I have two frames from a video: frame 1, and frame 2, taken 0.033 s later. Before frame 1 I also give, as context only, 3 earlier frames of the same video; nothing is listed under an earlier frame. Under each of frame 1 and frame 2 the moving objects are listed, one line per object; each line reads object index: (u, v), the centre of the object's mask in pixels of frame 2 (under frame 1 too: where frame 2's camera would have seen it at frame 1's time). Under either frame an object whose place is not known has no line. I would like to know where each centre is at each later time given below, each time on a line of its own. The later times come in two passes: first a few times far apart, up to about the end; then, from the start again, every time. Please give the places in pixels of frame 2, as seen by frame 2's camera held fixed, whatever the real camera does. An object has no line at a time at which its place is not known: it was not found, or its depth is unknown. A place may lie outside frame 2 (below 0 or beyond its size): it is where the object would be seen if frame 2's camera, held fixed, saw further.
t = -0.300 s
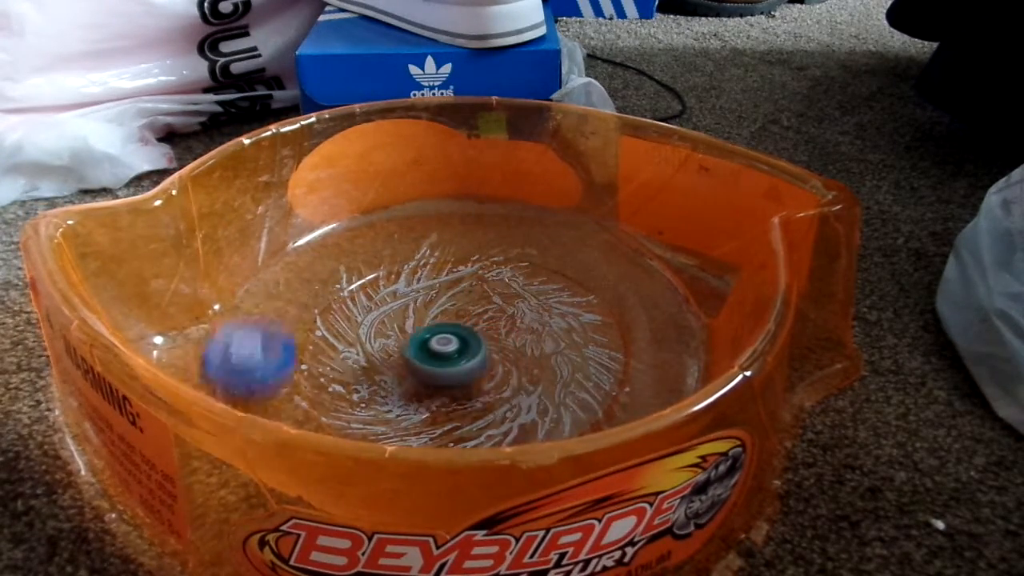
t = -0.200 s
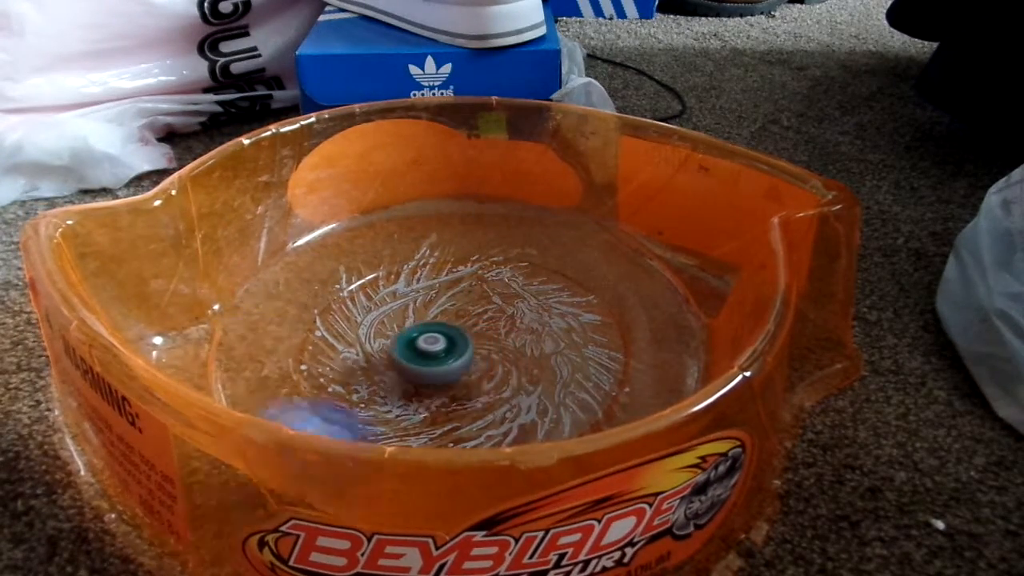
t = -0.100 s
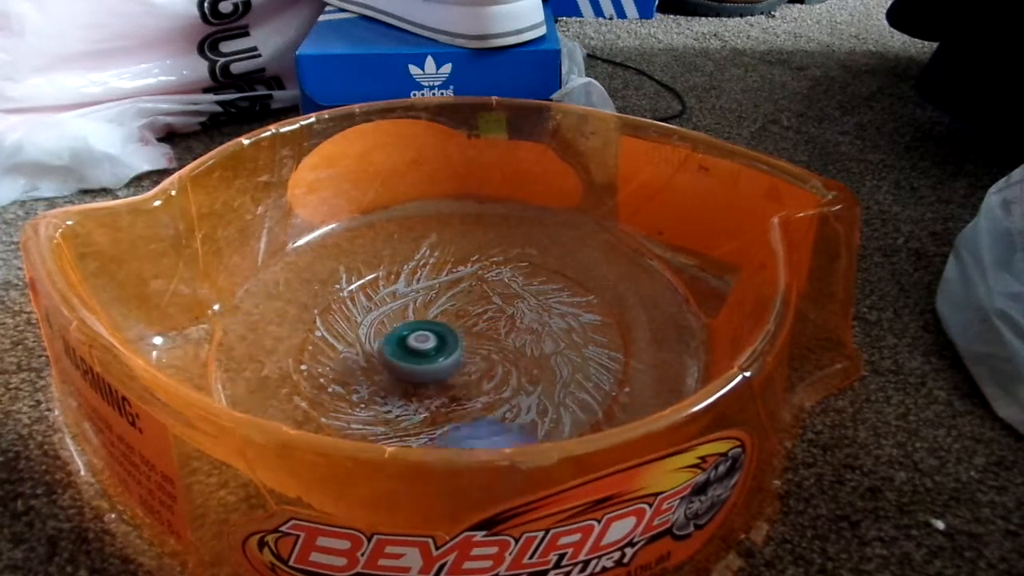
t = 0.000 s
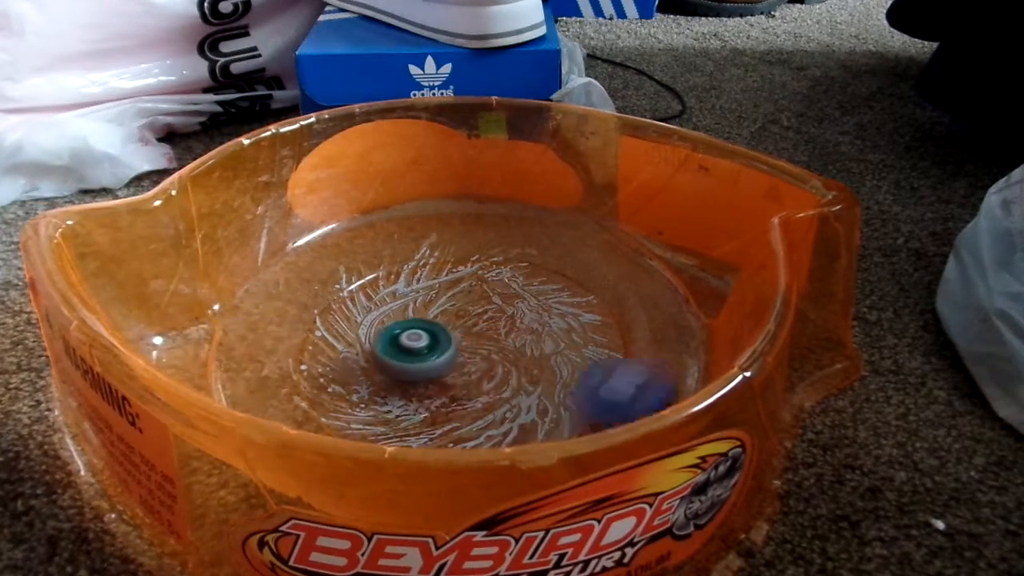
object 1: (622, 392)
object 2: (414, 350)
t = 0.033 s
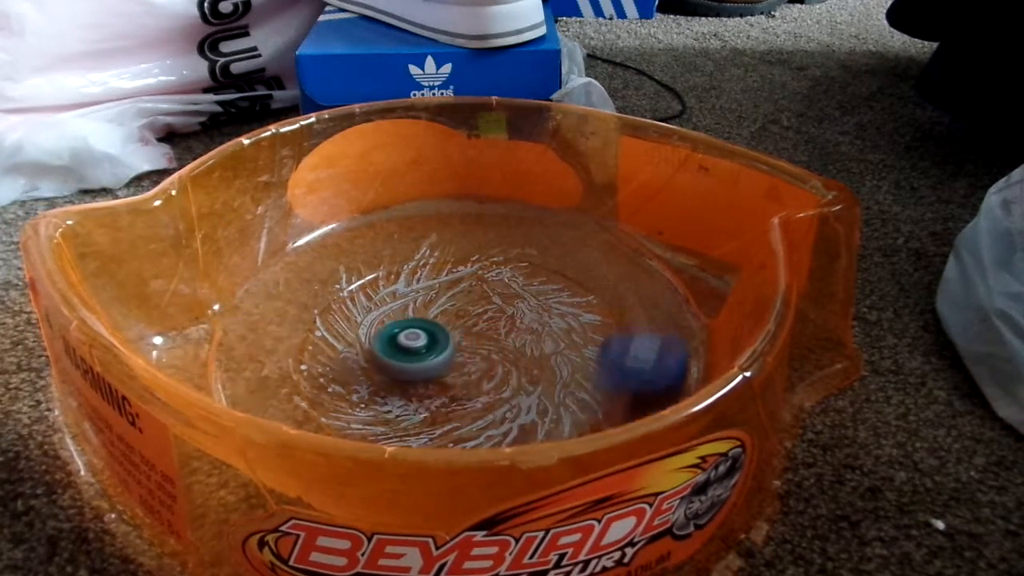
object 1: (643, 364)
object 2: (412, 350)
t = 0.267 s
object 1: (524, 211)
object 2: (403, 344)
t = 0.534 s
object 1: (264, 294)
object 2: (407, 333)
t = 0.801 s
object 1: (474, 437)
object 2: (418, 324)
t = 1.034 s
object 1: (657, 290)
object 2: (433, 317)
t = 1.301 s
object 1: (440, 215)
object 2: (457, 308)
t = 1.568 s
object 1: (282, 385)
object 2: (477, 307)
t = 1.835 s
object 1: (608, 407)
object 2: (497, 306)
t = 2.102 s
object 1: (579, 230)
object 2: (509, 312)
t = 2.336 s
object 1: (355, 224)
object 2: (511, 322)
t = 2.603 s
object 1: (298, 403)
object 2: (503, 335)
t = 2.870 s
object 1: (635, 390)
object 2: (495, 340)
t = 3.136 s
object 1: (568, 222)
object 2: (477, 347)
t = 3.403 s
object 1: (321, 249)
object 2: (458, 349)
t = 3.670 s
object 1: (368, 428)
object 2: (431, 348)
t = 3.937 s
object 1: (660, 353)
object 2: (416, 343)
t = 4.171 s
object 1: (549, 225)
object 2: (414, 339)
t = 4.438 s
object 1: (308, 274)
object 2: (423, 330)
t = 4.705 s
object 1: (420, 434)
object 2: (434, 320)
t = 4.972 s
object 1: (647, 329)
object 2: (448, 315)
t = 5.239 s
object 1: (462, 226)
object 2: (467, 315)
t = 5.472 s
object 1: (292, 321)
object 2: (479, 318)
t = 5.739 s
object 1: (509, 428)
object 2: (491, 321)
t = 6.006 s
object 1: (588, 274)
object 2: (497, 329)
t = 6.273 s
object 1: (332, 282)
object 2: (496, 337)
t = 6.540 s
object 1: (469, 427)
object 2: (497, 337)
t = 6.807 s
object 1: (599, 284)
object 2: (485, 339)
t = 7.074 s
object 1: (360, 264)
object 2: (465, 338)
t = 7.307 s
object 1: (321, 389)
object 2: (449, 335)
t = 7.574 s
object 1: (552, 414)
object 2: (435, 328)
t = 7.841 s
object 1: (596, 291)
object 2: (430, 323)
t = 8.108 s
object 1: (437, 247)
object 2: (428, 323)
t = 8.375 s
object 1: (327, 338)
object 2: (436, 322)
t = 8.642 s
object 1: (474, 424)
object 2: (448, 323)
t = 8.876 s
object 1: (608, 350)
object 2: (464, 326)
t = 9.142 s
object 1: (514, 253)
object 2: (482, 333)
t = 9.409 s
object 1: (351, 280)
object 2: (497, 335)
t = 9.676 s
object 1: (361, 406)
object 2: (497, 334)
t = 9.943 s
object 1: (576, 389)
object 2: (492, 337)
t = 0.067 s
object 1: (650, 330)
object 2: (411, 348)
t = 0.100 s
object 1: (646, 300)
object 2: (408, 348)
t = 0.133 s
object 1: (636, 272)
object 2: (407, 347)
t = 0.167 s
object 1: (618, 247)
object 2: (406, 346)
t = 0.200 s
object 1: (594, 226)
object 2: (405, 345)
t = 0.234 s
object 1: (560, 214)
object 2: (404, 344)
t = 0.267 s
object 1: (524, 211)
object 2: (403, 344)
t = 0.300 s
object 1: (486, 206)
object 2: (402, 342)
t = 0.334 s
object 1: (449, 207)
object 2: (402, 341)
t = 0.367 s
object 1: (414, 211)
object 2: (402, 341)
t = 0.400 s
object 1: (378, 219)
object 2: (402, 339)
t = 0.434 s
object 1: (341, 232)
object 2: (402, 338)
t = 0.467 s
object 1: (313, 247)
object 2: (403, 337)
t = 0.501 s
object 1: (283, 271)
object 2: (406, 335)
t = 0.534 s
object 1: (264, 294)
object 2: (407, 333)
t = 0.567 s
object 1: (252, 323)
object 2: (408, 332)
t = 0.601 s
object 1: (248, 352)
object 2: (409, 332)
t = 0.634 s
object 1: (256, 380)
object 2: (410, 331)
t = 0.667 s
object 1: (278, 400)
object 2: (412, 329)
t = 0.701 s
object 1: (313, 417)
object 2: (413, 328)
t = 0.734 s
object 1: (363, 430)
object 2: (415, 326)
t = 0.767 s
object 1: (422, 436)
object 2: (416, 326)
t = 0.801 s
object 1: (474, 437)
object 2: (418, 324)
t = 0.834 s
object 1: (534, 430)
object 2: (420, 324)
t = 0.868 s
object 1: (575, 418)
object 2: (423, 322)
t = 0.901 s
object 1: (614, 401)
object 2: (424, 321)
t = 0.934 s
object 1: (643, 380)
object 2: (427, 320)
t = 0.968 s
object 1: (659, 349)
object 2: (428, 319)
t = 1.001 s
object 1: (661, 319)
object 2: (430, 318)
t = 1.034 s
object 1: (657, 290)
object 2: (433, 317)
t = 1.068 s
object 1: (645, 266)
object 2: (435, 315)
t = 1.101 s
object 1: (628, 245)
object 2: (437, 314)
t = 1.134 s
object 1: (608, 229)
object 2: (441, 314)
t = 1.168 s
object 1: (577, 218)
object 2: (444, 312)
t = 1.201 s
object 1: (543, 215)
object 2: (447, 311)
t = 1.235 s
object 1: (510, 213)
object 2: (450, 310)
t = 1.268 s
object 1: (474, 212)
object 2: (454, 309)
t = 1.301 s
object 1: (440, 215)
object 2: (457, 308)
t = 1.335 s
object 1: (402, 224)
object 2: (460, 308)
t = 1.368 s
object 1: (371, 235)
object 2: (463, 308)
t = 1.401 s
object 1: (337, 250)
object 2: (466, 307)
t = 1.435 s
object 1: (311, 273)
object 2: (470, 307)
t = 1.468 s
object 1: (290, 295)
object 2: (472, 306)
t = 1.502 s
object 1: (278, 324)
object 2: (473, 306)
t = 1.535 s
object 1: (274, 354)
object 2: (475, 306)
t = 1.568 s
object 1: (282, 385)
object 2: (477, 307)
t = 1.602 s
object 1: (301, 404)
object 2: (480, 307)
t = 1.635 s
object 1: (340, 423)
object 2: (483, 307)
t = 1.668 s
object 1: (378, 434)
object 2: (486, 307)
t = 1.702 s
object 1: (438, 440)
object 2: (488, 307)
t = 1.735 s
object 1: (478, 439)
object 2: (492, 306)
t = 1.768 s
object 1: (526, 434)
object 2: (494, 306)
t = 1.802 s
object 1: (570, 421)
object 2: (496, 306)
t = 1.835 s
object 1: (608, 407)
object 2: (497, 306)
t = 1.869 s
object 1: (638, 388)
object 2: (498, 307)
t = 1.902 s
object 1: (657, 365)
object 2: (499, 307)
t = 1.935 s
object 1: (660, 337)
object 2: (501, 307)
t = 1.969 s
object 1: (656, 310)
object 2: (502, 308)
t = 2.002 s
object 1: (644, 287)
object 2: (505, 309)
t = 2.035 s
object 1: (627, 264)
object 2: (507, 310)
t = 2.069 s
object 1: (605, 246)
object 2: (508, 311)
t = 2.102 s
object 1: (579, 230)
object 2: (509, 312)
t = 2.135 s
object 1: (549, 218)
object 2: (510, 313)
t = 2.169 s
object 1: (518, 213)
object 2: (511, 315)
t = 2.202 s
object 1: (485, 208)
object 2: (511, 315)
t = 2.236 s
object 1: (452, 207)
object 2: (511, 317)
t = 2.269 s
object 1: (418, 209)
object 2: (511, 318)
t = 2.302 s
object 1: (386, 214)
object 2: (511, 320)
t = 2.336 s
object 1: (355, 224)
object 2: (511, 322)
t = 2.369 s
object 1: (326, 238)
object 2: (512, 323)
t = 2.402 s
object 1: (298, 257)
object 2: (511, 324)
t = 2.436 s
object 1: (279, 278)
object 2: (510, 326)
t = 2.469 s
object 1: (267, 302)
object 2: (509, 327)
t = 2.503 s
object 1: (261, 328)
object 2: (508, 329)
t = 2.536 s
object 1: (261, 356)
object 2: (507, 330)
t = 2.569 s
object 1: (275, 385)
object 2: (505, 331)
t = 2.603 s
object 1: (298, 403)
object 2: (503, 335)
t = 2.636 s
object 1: (333, 419)
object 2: (502, 335)
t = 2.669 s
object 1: (373, 431)
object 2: (502, 336)
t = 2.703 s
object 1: (426, 437)
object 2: (501, 336)
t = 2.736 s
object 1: (474, 437)
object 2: (500, 337)
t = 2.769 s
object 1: (524, 433)
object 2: (498, 338)
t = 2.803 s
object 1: (565, 423)
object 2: (497, 338)
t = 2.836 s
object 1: (601, 410)
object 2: (496, 339)
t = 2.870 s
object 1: (635, 390)
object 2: (495, 340)
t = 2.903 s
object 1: (656, 369)
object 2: (495, 340)
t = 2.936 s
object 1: (662, 341)
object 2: (493, 342)
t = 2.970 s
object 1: (660, 315)
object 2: (490, 344)
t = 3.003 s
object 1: (652, 292)
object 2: (489, 345)
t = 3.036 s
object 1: (639, 271)
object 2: (487, 345)
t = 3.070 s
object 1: (617, 252)
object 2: (483, 346)
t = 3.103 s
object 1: (595, 237)
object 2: (481, 347)
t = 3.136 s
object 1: (568, 222)
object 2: (477, 347)
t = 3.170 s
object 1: (539, 214)
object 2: (475, 348)
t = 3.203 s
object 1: (506, 208)
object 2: (474, 348)
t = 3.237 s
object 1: (473, 206)
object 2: (472, 349)
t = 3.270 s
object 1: (442, 207)
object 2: (468, 349)
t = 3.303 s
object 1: (408, 213)
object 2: (465, 349)
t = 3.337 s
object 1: (377, 222)
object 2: (464, 349)
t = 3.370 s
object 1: (348, 233)
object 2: (461, 349)
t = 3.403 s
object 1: (321, 249)
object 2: (458, 349)
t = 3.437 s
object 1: (298, 271)
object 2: (455, 349)
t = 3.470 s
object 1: (282, 293)
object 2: (451, 349)
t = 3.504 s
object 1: (272, 318)
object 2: (448, 348)
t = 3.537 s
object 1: (271, 346)
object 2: (444, 349)
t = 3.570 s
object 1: (280, 377)
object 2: (442, 348)
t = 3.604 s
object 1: (298, 398)
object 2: (438, 348)
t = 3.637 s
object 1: (330, 415)
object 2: (434, 349)
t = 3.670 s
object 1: (368, 428)
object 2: (431, 348)
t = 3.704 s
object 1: (420, 435)
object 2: (429, 347)
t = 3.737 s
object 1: (464, 437)
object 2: (427, 346)
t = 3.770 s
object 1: (508, 434)
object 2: (425, 346)
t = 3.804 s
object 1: (550, 427)
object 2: (423, 346)
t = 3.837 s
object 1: (589, 414)
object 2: (420, 345)
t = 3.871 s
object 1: (623, 399)
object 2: (419, 345)
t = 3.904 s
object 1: (646, 380)
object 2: (418, 344)
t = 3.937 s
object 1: (660, 353)
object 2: (416, 343)
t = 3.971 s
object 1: (659, 329)
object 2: (415, 343)
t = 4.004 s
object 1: (652, 305)
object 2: (414, 342)
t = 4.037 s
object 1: (640, 283)
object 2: (414, 342)
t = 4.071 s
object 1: (623, 265)
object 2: (414, 341)
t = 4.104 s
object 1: (602, 249)
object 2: (413, 340)
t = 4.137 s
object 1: (576, 235)
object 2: (413, 340)
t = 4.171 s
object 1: (549, 225)
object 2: (414, 339)
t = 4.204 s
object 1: (519, 219)
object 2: (415, 338)
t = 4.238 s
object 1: (483, 215)
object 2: (416, 336)
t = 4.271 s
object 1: (452, 216)
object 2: (417, 336)
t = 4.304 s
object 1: (418, 221)
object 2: (418, 335)
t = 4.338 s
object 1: (387, 229)
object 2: (420, 334)
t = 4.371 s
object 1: (356, 241)
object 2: (421, 333)
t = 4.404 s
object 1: (328, 257)
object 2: (422, 331)
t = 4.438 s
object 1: (308, 274)
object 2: (423, 330)
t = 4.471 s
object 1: (290, 296)
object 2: (425, 328)
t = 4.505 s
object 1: (281, 322)
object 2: (426, 327)
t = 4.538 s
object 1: (279, 349)
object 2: (428, 326)
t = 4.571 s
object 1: (287, 380)
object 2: (430, 325)
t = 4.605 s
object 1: (307, 401)
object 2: (432, 323)
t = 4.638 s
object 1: (340, 417)
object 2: (433, 322)
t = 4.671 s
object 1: (376, 428)
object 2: (434, 320)
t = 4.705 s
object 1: (420, 434)
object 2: (434, 320)
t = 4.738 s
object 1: (465, 436)
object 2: (435, 319)
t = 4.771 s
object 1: (503, 434)
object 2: (436, 319)
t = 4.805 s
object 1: (552, 426)
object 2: (437, 318)
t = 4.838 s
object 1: (584, 413)
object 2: (440, 316)
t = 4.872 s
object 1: (614, 400)
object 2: (442, 316)
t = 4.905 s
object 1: (637, 381)
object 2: (444, 315)
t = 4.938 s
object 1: (646, 354)
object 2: (446, 315)
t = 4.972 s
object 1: (647, 329)
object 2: (448, 315)
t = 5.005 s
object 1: (639, 305)
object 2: (450, 315)
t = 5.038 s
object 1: (625, 284)
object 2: (451, 314)
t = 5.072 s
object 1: (606, 266)
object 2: (453, 315)
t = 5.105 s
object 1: (578, 251)
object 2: (456, 315)
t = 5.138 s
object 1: (553, 239)
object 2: (459, 315)
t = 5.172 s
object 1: (527, 231)
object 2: (463, 314)
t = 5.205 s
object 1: (495, 227)
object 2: (466, 314)
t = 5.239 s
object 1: (462, 226)
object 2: (467, 315)
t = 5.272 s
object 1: (429, 228)
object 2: (469, 316)
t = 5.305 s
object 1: (397, 235)
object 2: (472, 317)
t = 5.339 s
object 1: (367, 245)
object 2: (476, 318)
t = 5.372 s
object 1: (341, 257)
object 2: (476, 318)
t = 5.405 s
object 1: (319, 276)
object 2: (477, 318)
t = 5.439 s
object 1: (302, 295)
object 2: (477, 318)
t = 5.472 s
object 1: (292, 321)
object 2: (479, 318)
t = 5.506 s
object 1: (290, 346)
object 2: (481, 318)
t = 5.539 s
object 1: (298, 376)
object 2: (484, 318)
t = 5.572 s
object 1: (318, 399)
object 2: (485, 318)
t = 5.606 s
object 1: (348, 414)
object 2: (485, 318)
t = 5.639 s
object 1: (383, 424)
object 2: (487, 319)
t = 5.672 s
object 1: (428, 430)
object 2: (489, 320)
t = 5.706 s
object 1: (467, 430)
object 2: (490, 320)
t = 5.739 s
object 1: (509, 428)
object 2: (491, 321)
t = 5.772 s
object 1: (551, 418)
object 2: (493, 322)
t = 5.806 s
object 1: (583, 406)
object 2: (494, 322)
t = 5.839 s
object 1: (607, 387)
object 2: (495, 324)
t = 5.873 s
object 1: (621, 362)
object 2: (496, 324)
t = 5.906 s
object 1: (622, 338)
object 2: (497, 325)
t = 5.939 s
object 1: (617, 314)
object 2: (497, 326)
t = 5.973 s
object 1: (608, 292)
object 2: (497, 327)
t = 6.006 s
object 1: (588, 274)
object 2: (497, 329)
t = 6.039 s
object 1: (562, 258)
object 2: (497, 329)
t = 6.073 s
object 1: (534, 246)
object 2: (496, 331)
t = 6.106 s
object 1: (500, 239)
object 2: (496, 332)
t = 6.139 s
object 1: (465, 239)
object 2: (496, 334)
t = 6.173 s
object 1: (425, 243)
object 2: (495, 336)
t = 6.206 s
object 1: (391, 251)
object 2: (495, 336)
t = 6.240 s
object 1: (361, 264)
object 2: (495, 337)
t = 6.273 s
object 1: (332, 282)
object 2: (496, 337)
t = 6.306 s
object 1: (312, 305)
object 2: (497, 338)
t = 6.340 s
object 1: (303, 332)
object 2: (497, 338)
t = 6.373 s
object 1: (306, 362)
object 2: (498, 338)
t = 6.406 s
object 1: (323, 391)
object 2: (498, 338)
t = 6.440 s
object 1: (348, 407)
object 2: (497, 338)
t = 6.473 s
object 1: (385, 419)
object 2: (497, 337)
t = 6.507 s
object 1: (429, 426)
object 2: (497, 337)
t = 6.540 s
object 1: (469, 427)
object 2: (497, 337)
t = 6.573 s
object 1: (513, 423)
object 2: (496, 336)
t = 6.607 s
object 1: (555, 413)
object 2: (494, 337)
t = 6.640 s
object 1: (586, 398)
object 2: (492, 337)
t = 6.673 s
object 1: (609, 373)
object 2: (489, 338)
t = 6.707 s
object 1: (620, 348)
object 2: (488, 338)
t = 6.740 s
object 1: (621, 325)
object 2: (486, 339)
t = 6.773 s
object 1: (614, 303)
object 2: (486, 338)
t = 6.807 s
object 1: (599, 284)
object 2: (485, 339)
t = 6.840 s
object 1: (576, 266)
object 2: (483, 339)
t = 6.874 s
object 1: (547, 251)
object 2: (480, 339)
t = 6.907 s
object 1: (517, 242)
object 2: (475, 338)
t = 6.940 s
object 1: (481, 238)
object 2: (474, 338)
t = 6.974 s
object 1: (449, 239)
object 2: (472, 338)
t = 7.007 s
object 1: (415, 243)
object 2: (470, 338)
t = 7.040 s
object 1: (386, 252)
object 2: (467, 338)
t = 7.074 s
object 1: (360, 264)
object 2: (465, 338)
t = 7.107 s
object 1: (339, 277)
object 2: (463, 338)
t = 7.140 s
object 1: (323, 291)
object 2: (459, 337)
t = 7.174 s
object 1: (312, 310)
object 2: (458, 337)
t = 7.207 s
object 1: (307, 328)
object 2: (455, 337)
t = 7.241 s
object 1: (303, 349)
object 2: (452, 337)
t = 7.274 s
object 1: (307, 368)
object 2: (451, 336)
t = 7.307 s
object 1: (321, 389)
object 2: (449, 335)
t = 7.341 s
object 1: (344, 404)
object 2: (447, 334)
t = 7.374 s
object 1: (368, 415)
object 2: (445, 333)
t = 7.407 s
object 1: (397, 422)
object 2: (443, 331)
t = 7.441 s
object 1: (430, 426)
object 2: (440, 331)
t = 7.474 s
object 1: (457, 427)
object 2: (439, 331)
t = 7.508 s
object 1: (489, 426)
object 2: (438, 330)
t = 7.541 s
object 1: (523, 422)
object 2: (436, 329)
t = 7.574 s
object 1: (552, 414)
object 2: (435, 328)
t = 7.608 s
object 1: (575, 404)
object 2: (434, 327)
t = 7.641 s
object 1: (593, 389)
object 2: (433, 326)
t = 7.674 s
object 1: (605, 373)
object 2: (433, 326)
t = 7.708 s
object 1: (611, 355)
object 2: (432, 325)
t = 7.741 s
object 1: (612, 339)
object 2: (432, 324)
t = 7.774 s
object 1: (609, 322)
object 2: (432, 324)
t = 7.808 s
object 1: (604, 306)
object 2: (431, 323)
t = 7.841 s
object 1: (596, 291)
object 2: (430, 323)
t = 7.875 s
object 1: (585, 278)
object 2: (428, 323)
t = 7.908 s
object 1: (568, 267)
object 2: (427, 322)
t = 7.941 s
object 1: (549, 258)
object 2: (426, 323)
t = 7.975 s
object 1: (526, 251)
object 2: (426, 323)
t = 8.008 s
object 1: (504, 247)
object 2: (426, 323)
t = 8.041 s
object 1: (483, 245)
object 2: (426, 323)
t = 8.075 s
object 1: (460, 245)
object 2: (427, 323)
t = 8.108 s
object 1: (437, 247)
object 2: (428, 323)
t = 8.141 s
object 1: (416, 252)
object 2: (431, 324)
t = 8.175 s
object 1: (397, 257)
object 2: (432, 324)
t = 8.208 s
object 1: (379, 266)
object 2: (433, 324)
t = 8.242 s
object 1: (362, 277)
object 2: (433, 323)
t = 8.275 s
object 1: (348, 290)
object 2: (434, 323)
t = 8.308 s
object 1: (339, 303)
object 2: (434, 323)
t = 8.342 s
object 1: (331, 321)
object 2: (435, 323)
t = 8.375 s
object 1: (327, 338)
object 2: (436, 322)
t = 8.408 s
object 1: (326, 356)
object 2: (437, 322)
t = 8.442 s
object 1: (330, 374)
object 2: (438, 322)
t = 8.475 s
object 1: (343, 392)
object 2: (440, 322)
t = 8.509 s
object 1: (361, 406)
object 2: (441, 322)
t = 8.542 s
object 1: (386, 415)
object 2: (442, 323)
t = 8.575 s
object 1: (414, 421)
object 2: (445, 323)
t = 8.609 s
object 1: (445, 424)
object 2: (446, 323)
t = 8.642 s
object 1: (474, 424)
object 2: (448, 323)
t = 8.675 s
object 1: (504, 422)
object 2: (451, 324)
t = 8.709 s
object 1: (532, 417)
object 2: (453, 324)
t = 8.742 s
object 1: (558, 410)
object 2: (456, 324)
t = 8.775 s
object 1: (578, 400)
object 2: (457, 325)
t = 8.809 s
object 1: (595, 384)
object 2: (460, 325)
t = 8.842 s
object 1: (604, 367)
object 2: (462, 325)
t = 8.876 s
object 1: (608, 350)
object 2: (464, 326)
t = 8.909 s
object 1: (607, 334)
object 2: (467, 326)
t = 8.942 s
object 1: (602, 316)
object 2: (470, 327)
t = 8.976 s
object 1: (595, 302)
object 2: (471, 327)
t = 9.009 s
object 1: (586, 287)
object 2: (473, 329)
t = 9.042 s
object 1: (572, 275)
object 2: (476, 329)
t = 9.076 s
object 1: (555, 266)
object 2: (477, 330)
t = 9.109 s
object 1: (535, 259)
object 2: (481, 332)
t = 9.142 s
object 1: (514, 253)
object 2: (482, 333)
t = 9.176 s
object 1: (492, 249)
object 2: (483, 333)
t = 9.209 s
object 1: (470, 247)
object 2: (486, 334)
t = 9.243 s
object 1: (448, 249)
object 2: (488, 335)
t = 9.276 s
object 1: (426, 250)
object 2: (491, 336)
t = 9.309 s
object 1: (405, 255)
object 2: (493, 336)
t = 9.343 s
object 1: (384, 262)
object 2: (496, 335)
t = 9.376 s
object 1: (367, 271)
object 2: (496, 335)
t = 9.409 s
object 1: (351, 280)
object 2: (497, 335)
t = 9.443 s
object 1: (339, 293)
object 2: (497, 335)
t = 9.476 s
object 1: (330, 308)
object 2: (498, 335)
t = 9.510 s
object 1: (322, 324)
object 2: (498, 335)
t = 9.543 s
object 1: (320, 342)
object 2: (498, 334)
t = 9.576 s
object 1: (321, 361)
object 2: (498, 334)
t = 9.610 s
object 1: (328, 379)
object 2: (498, 334)
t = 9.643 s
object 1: (343, 394)
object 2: (497, 334)
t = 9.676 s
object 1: (361, 406)
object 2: (497, 334)
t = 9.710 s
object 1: (388, 415)
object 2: (496, 334)
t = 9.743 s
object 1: (419, 419)
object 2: (495, 334)
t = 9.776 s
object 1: (446, 422)
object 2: (493, 335)
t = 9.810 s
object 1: (478, 422)
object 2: (492, 335)
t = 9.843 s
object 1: (505, 418)
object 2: (492, 335)
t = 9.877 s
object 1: (533, 412)
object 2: (492, 336)
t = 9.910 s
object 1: (556, 404)
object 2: (492, 336)
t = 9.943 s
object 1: (576, 389)
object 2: (492, 337)
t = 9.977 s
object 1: (587, 375)
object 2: (492, 337)
